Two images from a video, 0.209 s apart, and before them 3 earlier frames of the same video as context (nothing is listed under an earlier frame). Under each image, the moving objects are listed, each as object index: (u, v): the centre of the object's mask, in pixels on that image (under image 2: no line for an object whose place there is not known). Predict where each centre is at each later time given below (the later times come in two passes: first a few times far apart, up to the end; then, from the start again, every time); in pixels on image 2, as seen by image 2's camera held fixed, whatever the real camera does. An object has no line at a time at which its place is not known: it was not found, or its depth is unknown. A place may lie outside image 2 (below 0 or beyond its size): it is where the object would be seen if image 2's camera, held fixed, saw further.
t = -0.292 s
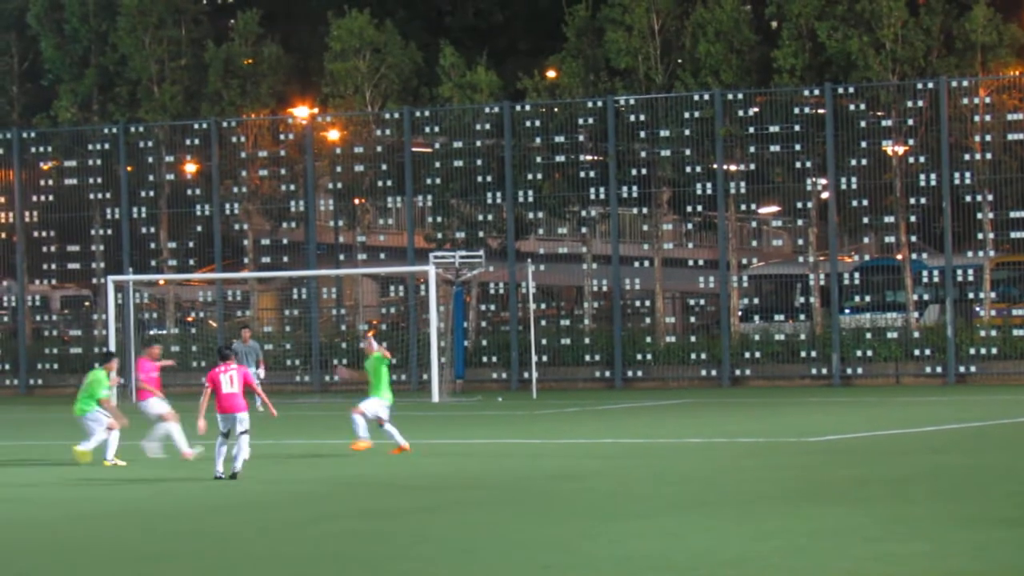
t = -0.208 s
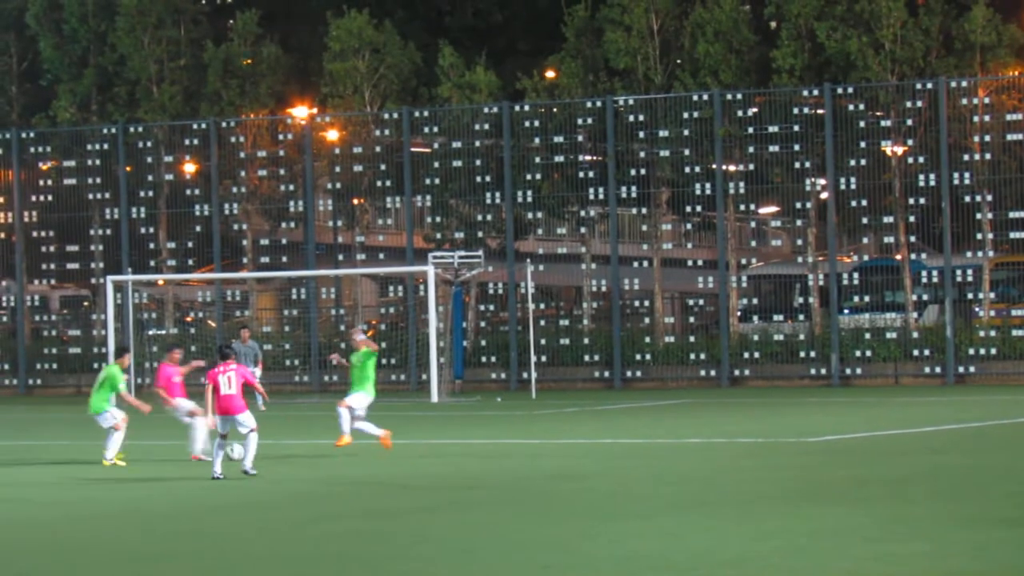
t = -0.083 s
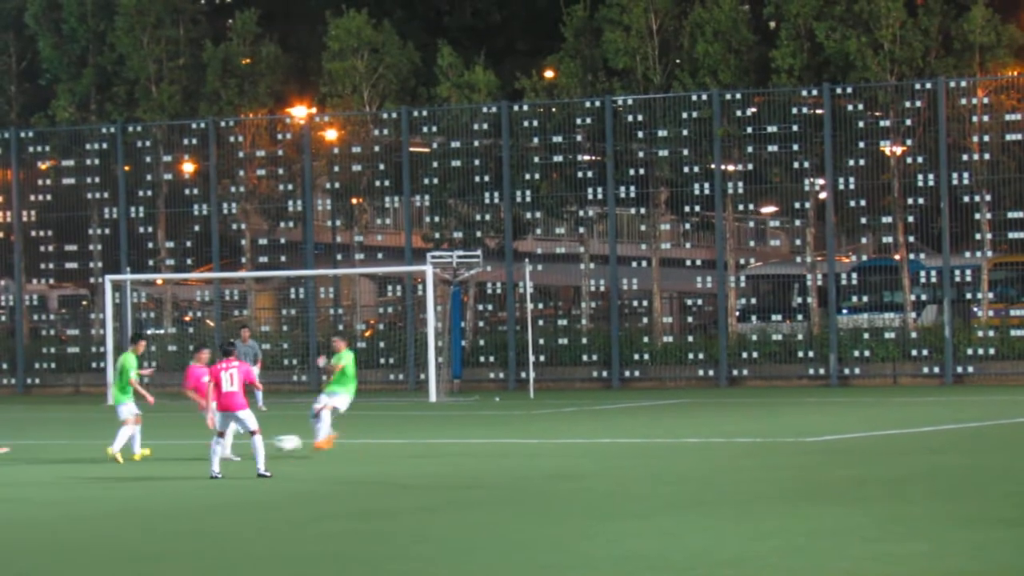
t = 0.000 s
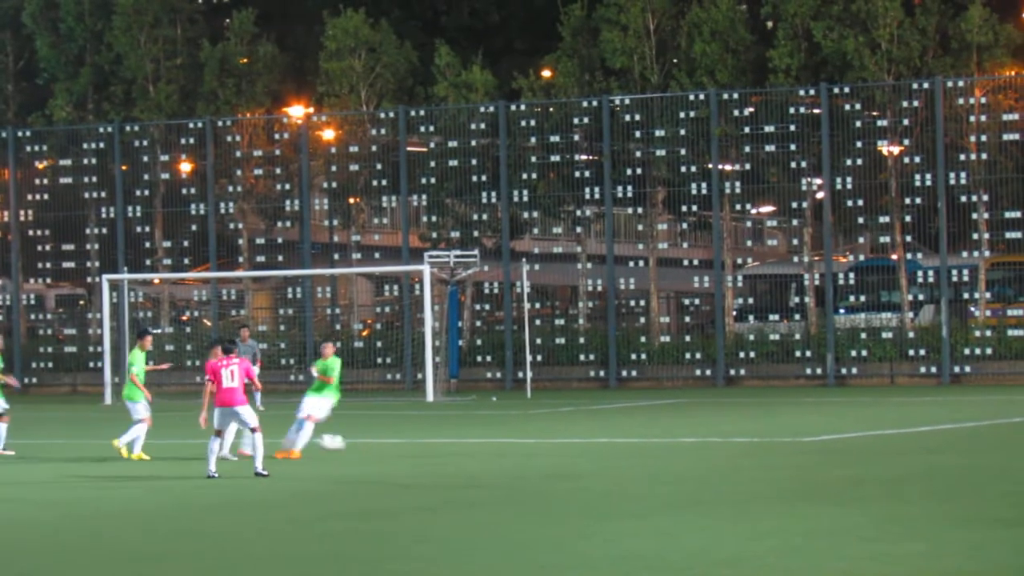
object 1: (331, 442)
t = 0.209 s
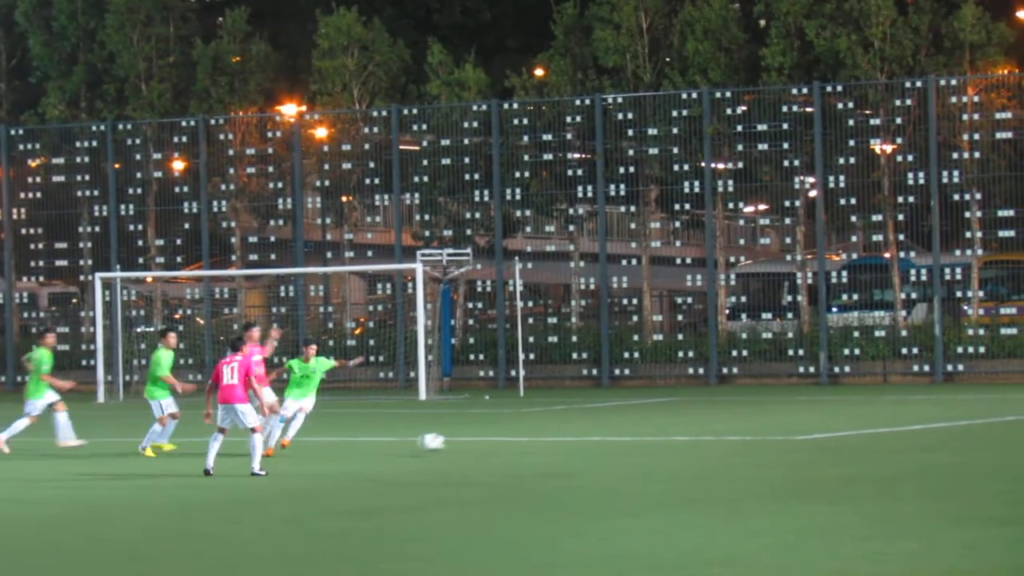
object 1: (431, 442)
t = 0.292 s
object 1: (472, 442)
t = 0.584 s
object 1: (599, 446)
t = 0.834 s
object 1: (688, 445)
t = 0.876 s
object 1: (701, 444)
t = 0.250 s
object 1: (453, 441)
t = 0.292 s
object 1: (472, 442)
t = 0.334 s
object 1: (492, 444)
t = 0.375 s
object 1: (512, 446)
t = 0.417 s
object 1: (531, 443)
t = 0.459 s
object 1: (548, 443)
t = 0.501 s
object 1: (565, 443)
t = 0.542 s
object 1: (582, 445)
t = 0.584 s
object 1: (599, 446)
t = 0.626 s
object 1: (615, 444)
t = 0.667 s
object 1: (630, 445)
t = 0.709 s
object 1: (645, 446)
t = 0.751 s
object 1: (660, 444)
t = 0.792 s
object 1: (675, 444)
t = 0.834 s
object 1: (688, 445)
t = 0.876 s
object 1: (701, 444)
